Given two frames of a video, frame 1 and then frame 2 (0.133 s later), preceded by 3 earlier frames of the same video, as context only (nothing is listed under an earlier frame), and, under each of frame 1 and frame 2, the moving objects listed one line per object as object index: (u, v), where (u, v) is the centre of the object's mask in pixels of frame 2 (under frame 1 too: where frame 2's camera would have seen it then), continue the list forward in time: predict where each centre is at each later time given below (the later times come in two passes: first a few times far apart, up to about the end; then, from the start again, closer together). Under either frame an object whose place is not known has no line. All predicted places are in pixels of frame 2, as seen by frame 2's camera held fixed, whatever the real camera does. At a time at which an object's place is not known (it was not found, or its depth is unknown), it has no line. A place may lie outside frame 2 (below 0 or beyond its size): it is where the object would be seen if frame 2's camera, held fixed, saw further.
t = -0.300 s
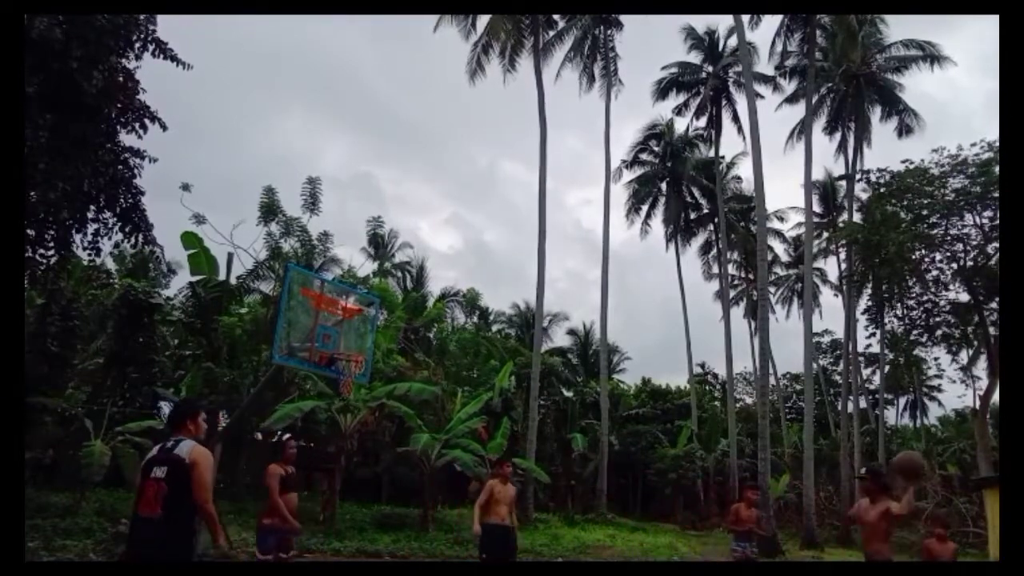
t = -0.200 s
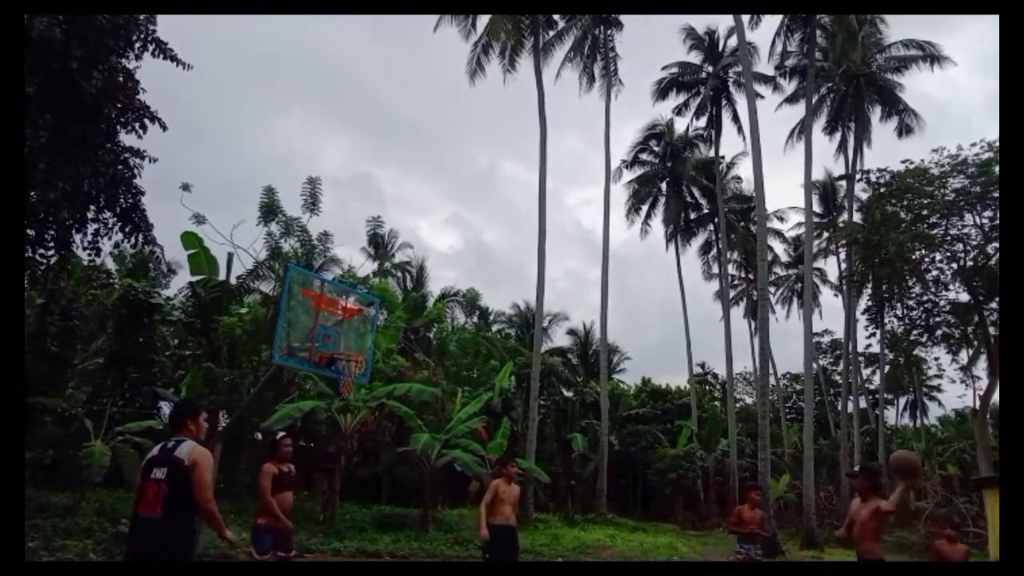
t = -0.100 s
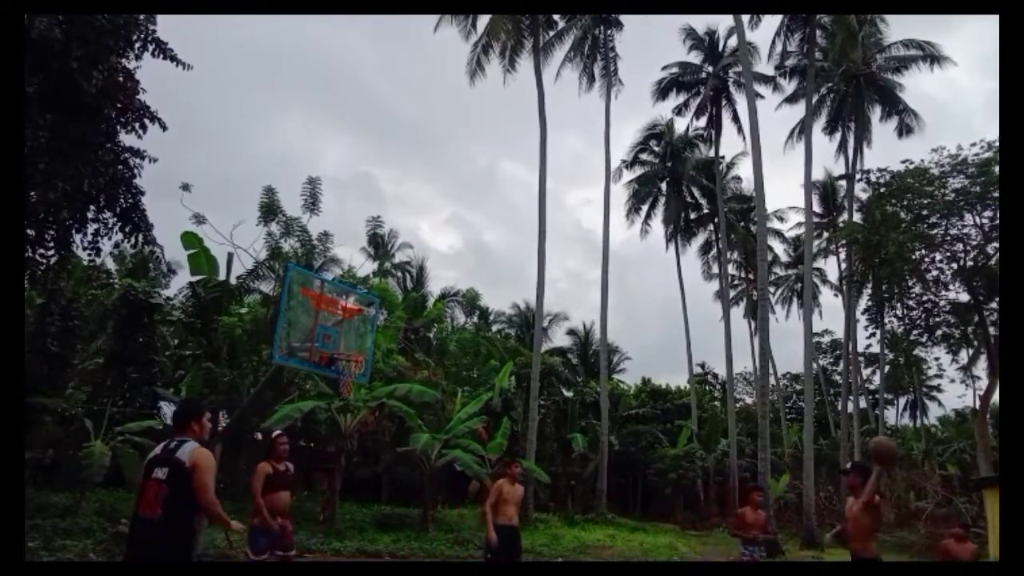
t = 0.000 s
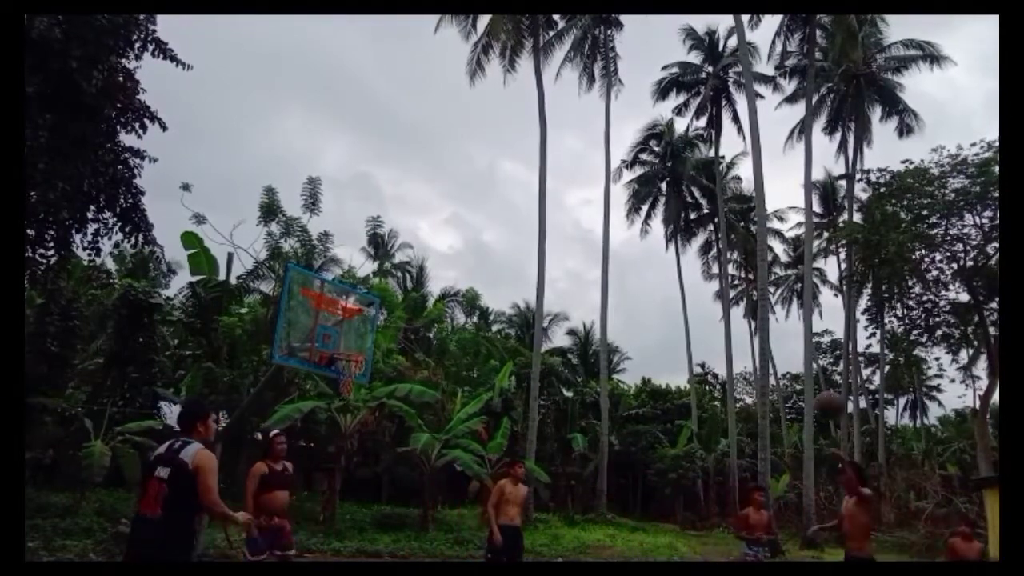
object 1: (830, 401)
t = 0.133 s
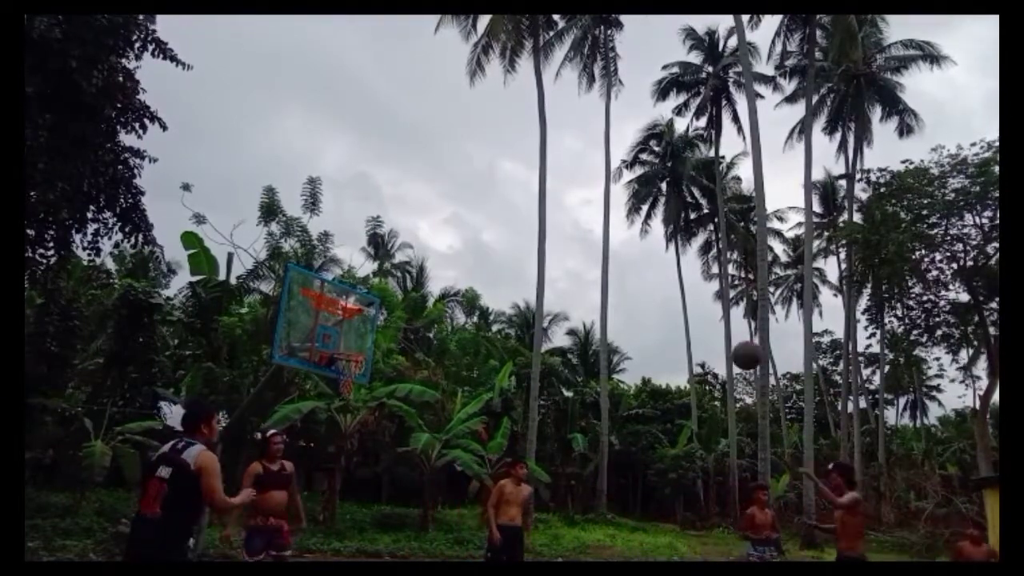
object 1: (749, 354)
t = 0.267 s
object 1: (667, 320)
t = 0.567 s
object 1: (431, 330)
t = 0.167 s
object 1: (729, 344)
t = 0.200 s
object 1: (705, 336)
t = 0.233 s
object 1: (686, 328)
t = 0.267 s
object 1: (667, 320)
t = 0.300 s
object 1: (641, 317)
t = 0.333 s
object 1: (618, 314)
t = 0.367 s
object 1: (591, 312)
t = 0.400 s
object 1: (567, 312)
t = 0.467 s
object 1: (515, 316)
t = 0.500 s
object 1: (489, 319)
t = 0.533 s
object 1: (460, 323)
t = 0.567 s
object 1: (431, 330)
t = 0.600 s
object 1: (401, 341)
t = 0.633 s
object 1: (369, 351)
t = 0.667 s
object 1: (338, 366)
